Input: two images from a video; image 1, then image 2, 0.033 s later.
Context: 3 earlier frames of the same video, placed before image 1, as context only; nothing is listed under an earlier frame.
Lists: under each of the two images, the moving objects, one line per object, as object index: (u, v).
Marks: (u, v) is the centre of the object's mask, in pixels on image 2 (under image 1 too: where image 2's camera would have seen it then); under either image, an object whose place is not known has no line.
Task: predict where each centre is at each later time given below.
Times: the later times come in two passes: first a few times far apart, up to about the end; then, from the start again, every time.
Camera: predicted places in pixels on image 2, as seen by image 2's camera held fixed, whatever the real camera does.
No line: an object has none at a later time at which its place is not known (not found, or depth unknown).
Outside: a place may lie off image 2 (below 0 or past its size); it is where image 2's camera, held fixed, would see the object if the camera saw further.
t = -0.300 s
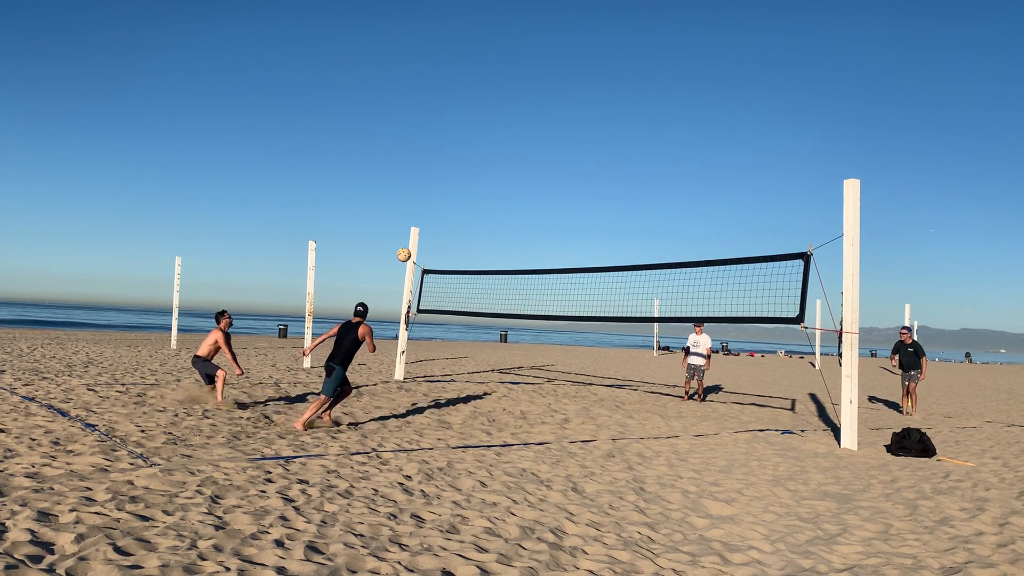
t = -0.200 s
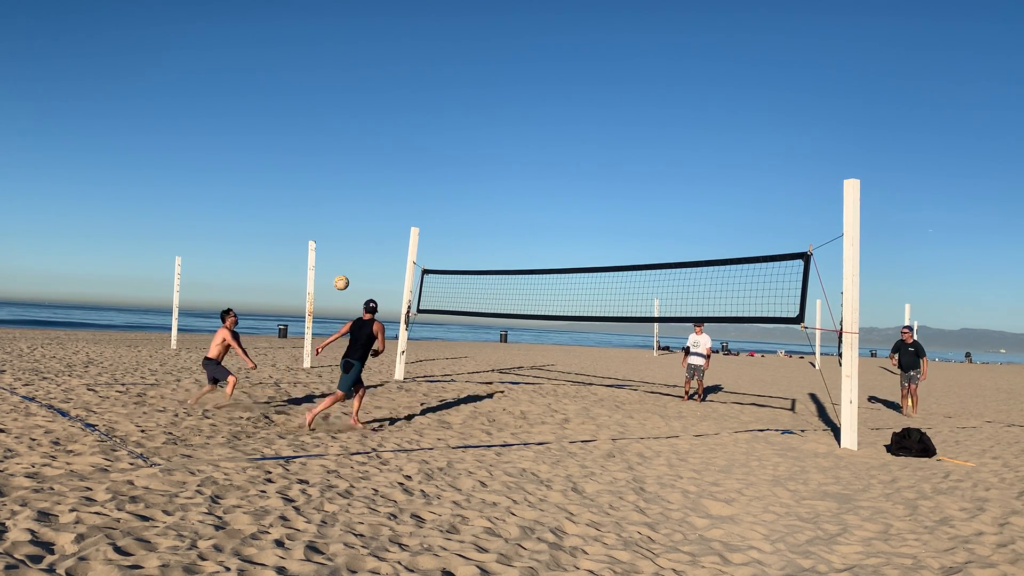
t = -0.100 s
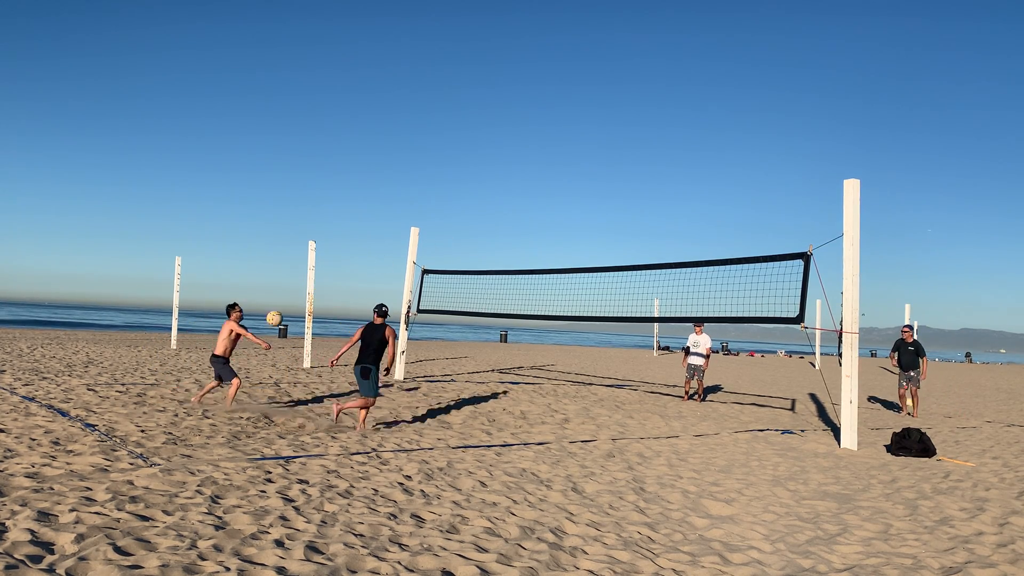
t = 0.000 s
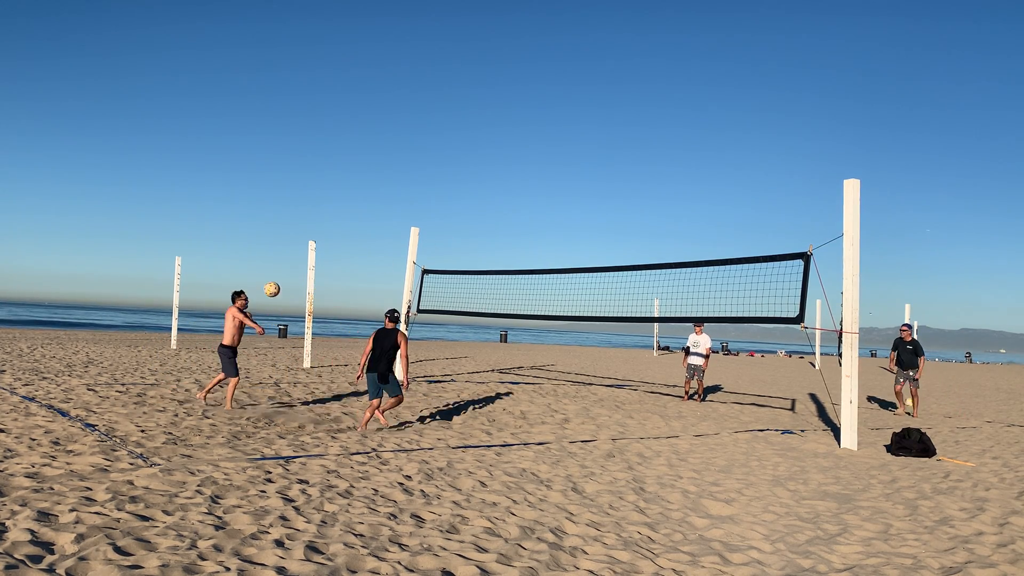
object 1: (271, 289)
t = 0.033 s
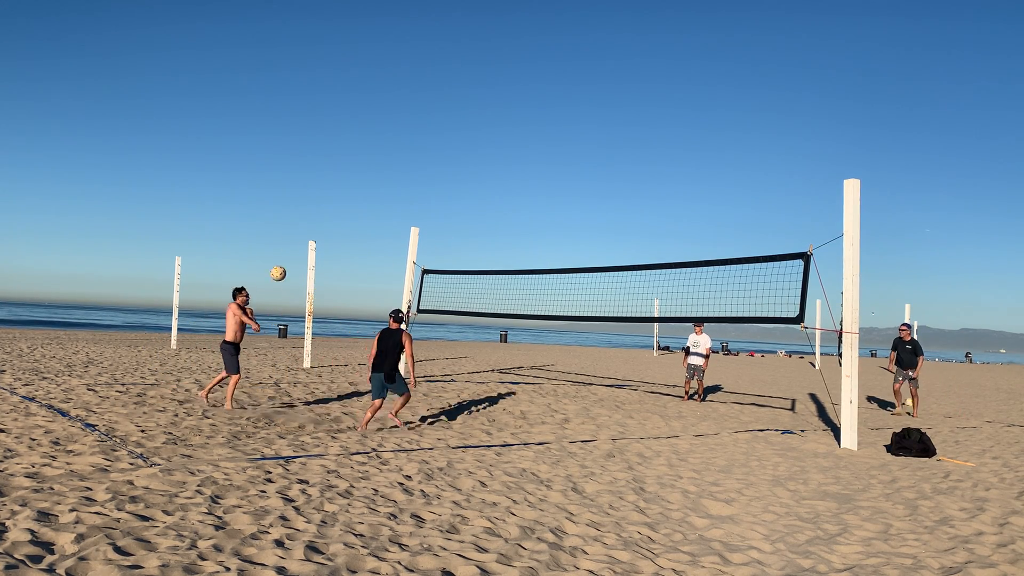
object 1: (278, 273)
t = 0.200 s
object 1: (306, 207)
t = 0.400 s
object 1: (335, 158)
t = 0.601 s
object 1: (360, 136)
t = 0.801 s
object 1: (383, 141)
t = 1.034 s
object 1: (405, 177)
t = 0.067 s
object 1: (284, 258)
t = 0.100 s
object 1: (290, 244)
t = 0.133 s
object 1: (295, 231)
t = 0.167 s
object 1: (301, 219)
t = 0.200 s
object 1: (306, 207)
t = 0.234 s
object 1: (311, 197)
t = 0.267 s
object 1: (316, 188)
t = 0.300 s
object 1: (321, 179)
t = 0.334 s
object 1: (326, 171)
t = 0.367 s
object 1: (331, 164)
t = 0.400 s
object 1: (335, 158)
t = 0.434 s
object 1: (340, 152)
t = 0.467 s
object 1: (344, 148)
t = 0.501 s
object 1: (348, 144)
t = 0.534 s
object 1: (352, 140)
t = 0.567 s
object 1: (357, 138)
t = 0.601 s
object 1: (360, 136)
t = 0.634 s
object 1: (365, 136)
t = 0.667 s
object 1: (368, 135)
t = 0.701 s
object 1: (372, 136)
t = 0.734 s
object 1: (376, 137)
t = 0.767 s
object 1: (379, 139)
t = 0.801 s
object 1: (383, 141)
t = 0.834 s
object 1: (386, 144)
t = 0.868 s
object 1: (390, 148)
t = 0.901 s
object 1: (393, 153)
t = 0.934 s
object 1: (396, 158)
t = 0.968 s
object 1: (399, 164)
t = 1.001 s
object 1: (402, 170)
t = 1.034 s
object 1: (405, 177)
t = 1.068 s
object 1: (408, 184)
